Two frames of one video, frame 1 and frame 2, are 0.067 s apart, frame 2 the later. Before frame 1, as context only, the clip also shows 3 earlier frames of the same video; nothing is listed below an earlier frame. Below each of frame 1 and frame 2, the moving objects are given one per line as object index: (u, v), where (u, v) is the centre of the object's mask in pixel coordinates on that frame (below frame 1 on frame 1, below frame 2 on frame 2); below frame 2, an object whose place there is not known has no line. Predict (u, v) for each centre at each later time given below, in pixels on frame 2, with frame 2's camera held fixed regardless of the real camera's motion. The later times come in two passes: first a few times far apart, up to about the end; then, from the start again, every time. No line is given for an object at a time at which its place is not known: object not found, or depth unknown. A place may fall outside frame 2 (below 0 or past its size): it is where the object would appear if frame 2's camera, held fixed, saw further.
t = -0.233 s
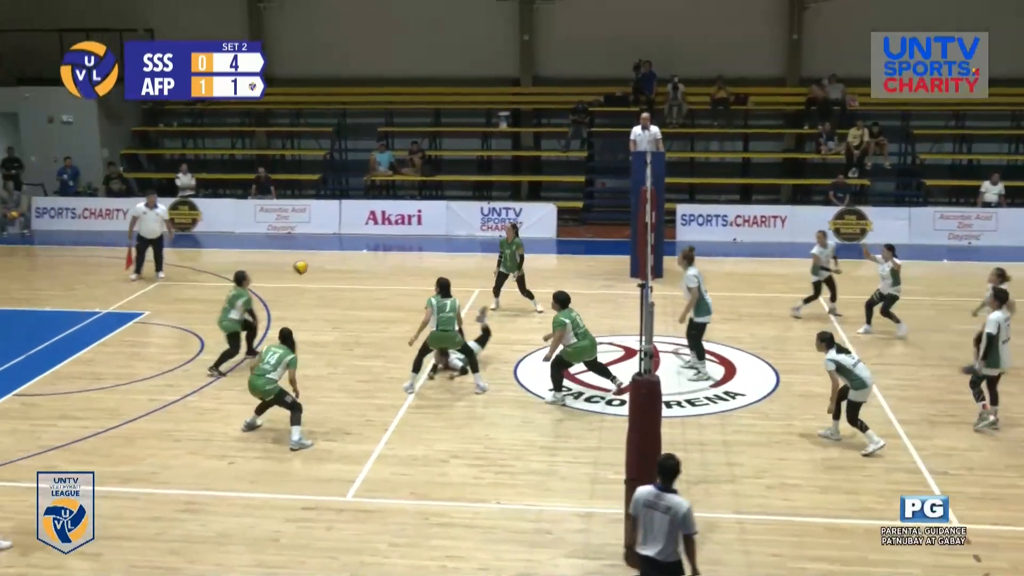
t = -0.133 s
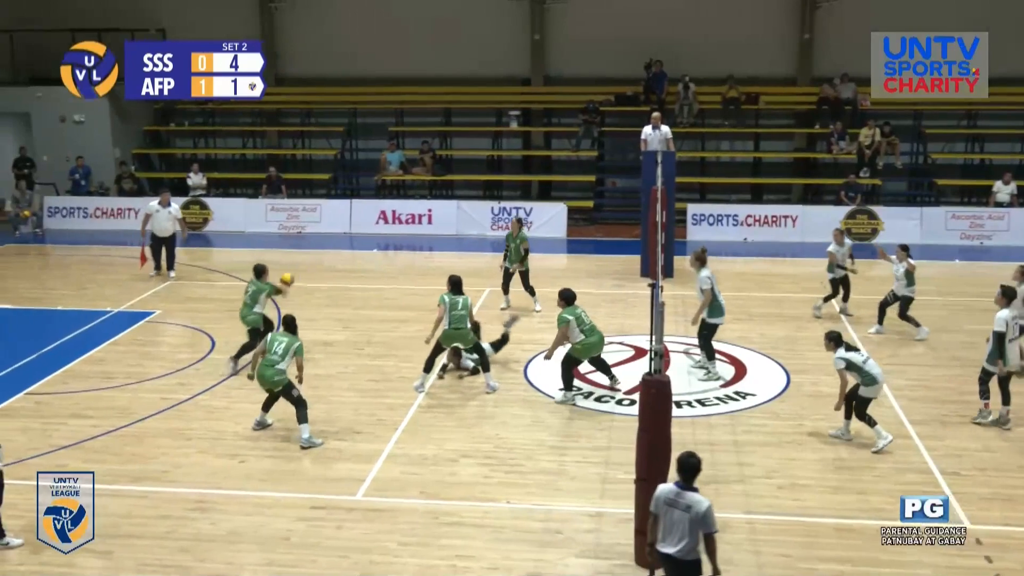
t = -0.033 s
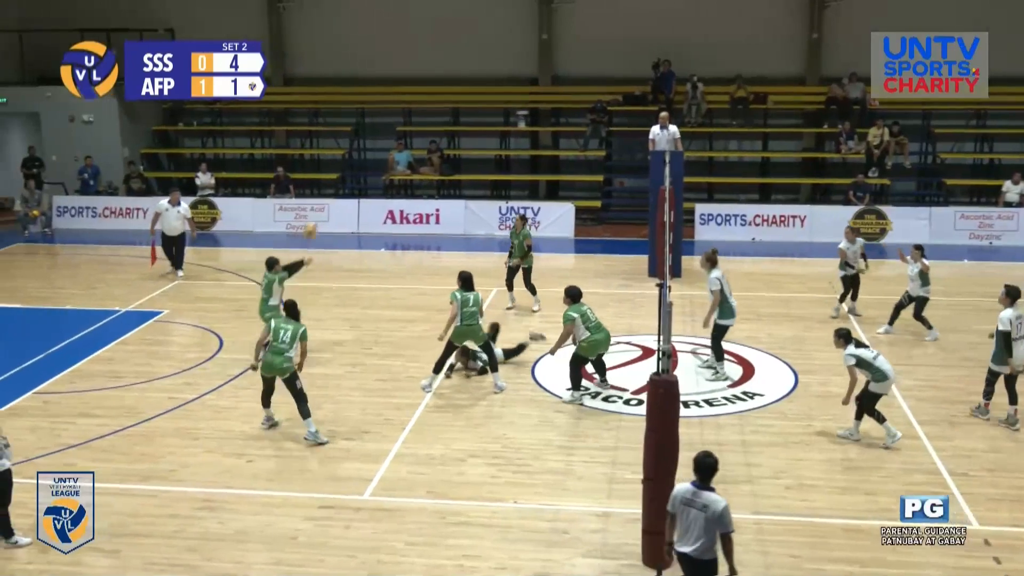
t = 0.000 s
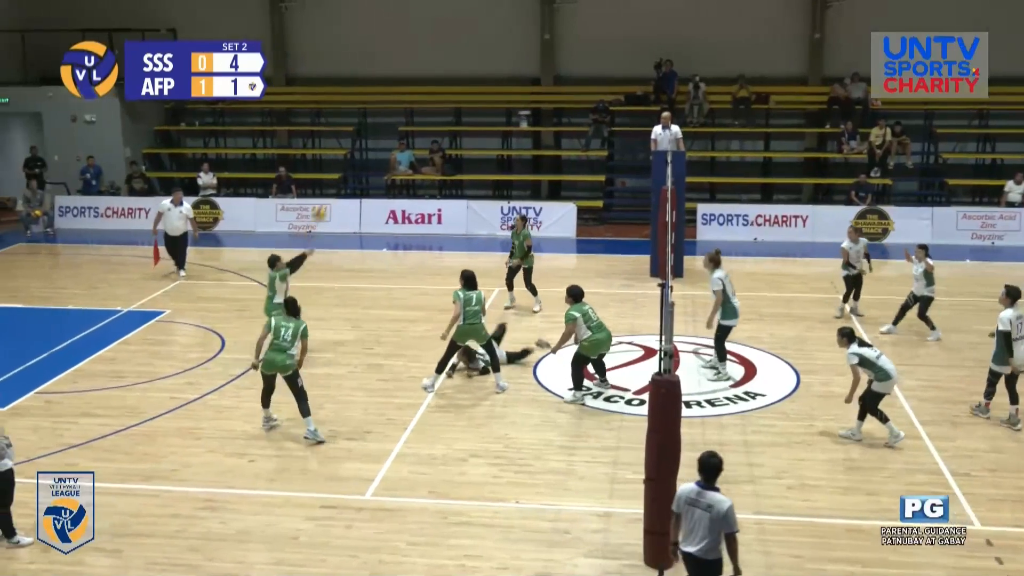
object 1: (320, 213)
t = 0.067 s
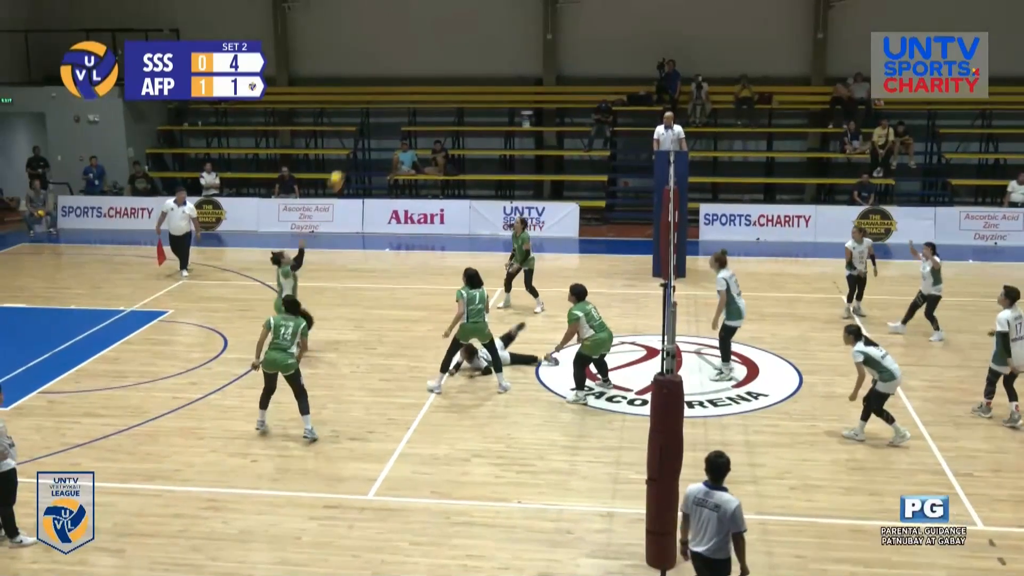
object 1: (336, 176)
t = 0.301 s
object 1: (385, 87)
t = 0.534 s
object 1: (429, 39)
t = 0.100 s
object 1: (343, 165)
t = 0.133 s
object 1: (349, 151)
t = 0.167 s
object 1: (357, 137)
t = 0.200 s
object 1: (364, 124)
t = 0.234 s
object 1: (371, 111)
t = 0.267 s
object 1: (378, 100)
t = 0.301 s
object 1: (385, 87)
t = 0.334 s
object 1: (392, 77)
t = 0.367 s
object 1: (398, 70)
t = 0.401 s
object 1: (405, 62)
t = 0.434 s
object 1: (411, 55)
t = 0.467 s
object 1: (417, 49)
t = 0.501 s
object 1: (423, 43)
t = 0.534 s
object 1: (429, 39)
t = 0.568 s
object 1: (436, 34)
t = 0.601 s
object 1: (442, 32)
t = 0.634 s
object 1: (448, 30)
